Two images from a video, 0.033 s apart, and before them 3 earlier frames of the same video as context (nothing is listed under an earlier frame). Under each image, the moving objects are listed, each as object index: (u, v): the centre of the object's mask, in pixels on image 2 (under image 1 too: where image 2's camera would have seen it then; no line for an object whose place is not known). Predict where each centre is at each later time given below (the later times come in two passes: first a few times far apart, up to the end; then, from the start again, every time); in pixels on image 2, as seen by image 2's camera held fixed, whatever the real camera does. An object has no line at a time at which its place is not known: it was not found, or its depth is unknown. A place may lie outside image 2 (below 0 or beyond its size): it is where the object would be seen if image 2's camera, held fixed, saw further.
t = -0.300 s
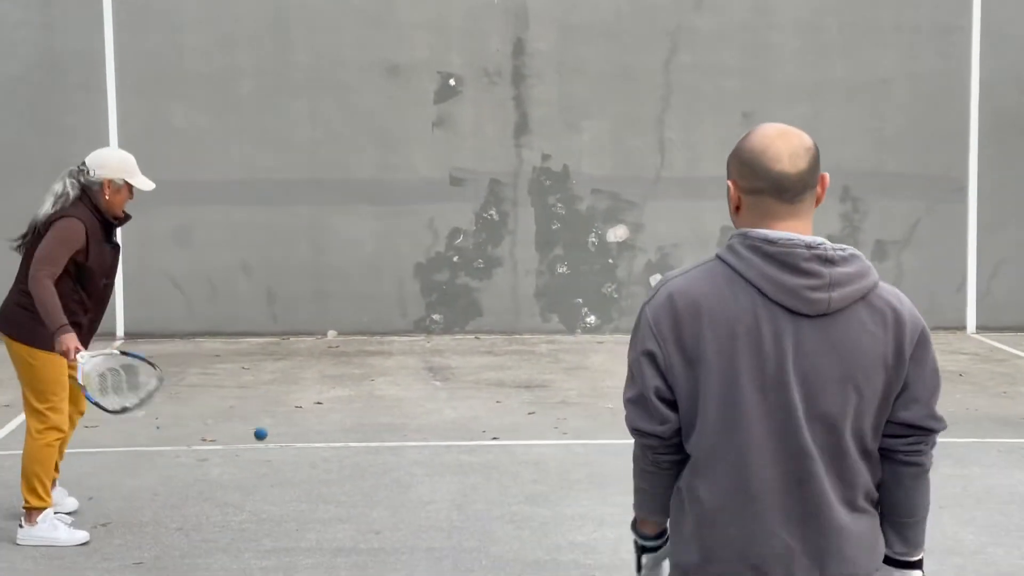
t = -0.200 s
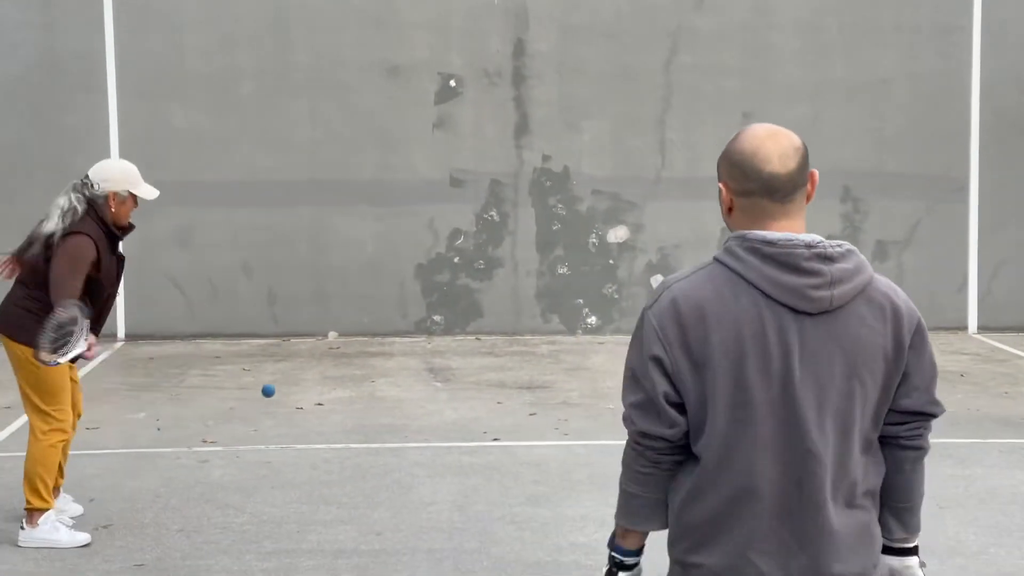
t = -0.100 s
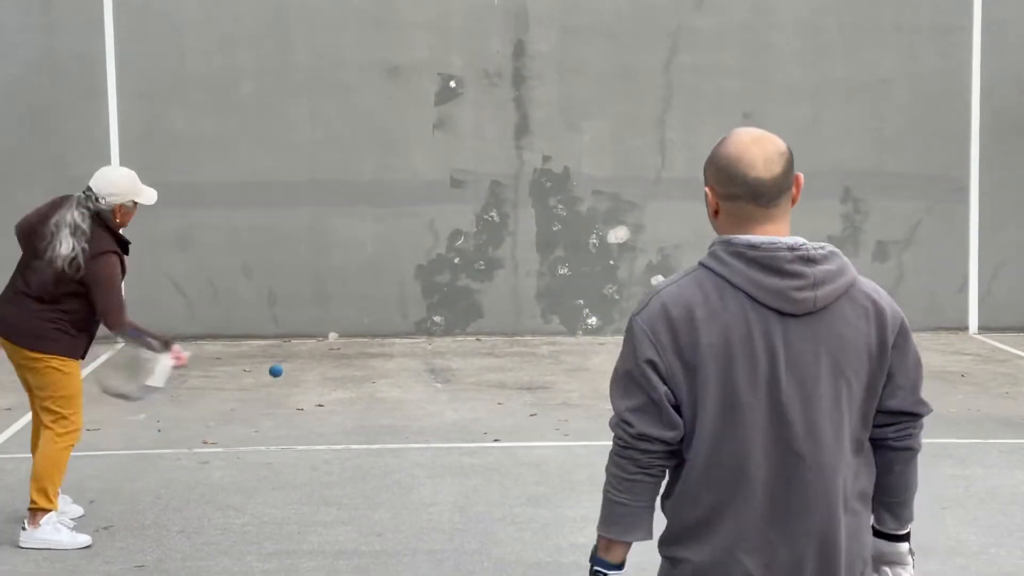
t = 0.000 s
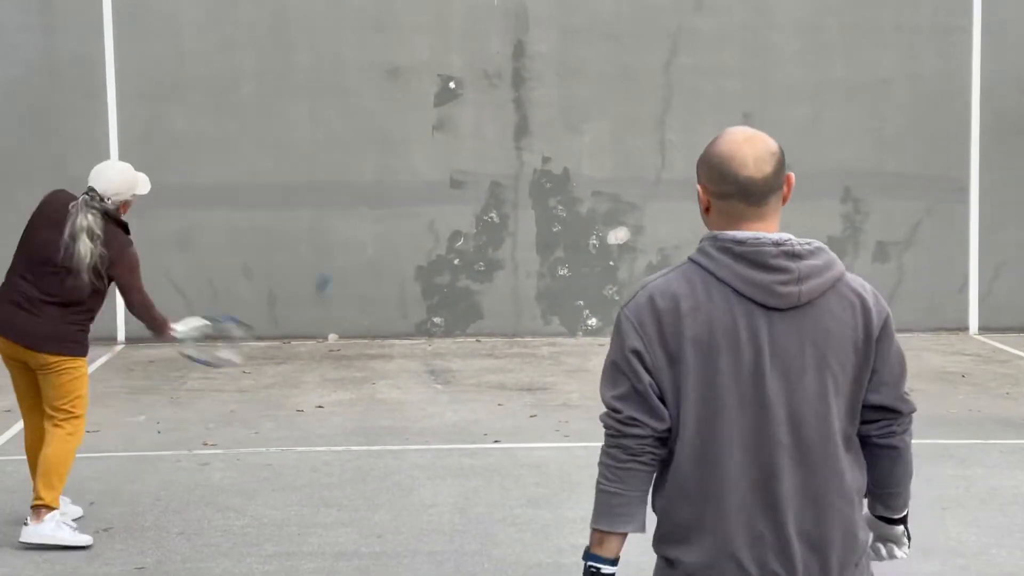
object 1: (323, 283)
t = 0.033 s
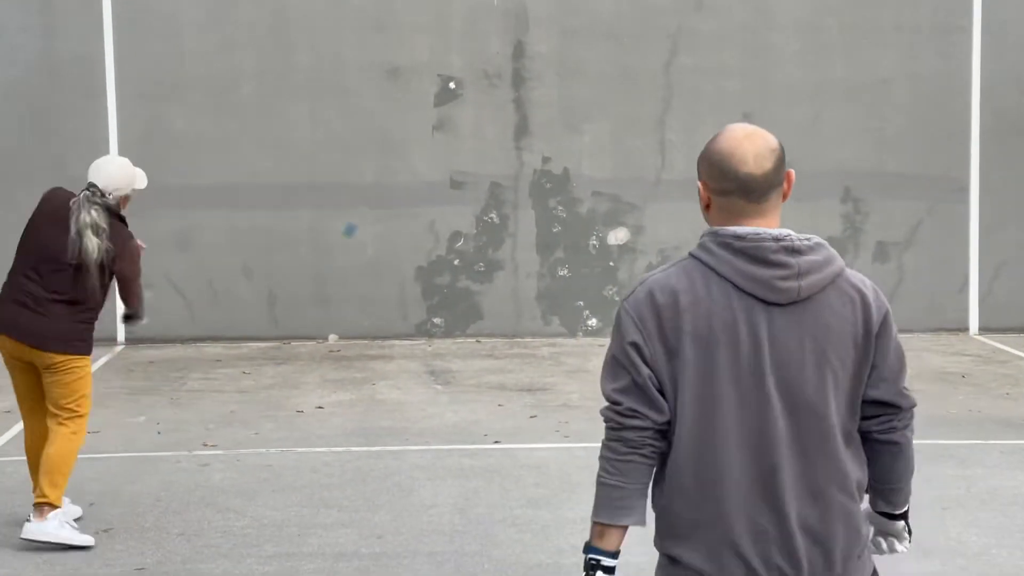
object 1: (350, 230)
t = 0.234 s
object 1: (447, 68)
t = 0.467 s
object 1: (505, 36)
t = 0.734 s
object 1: (619, 125)
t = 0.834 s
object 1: (684, 219)
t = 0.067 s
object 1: (373, 187)
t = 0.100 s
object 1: (393, 152)
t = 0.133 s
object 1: (410, 123)
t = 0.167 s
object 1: (425, 100)
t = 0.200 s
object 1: (438, 80)
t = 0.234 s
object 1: (447, 68)
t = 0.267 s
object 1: (454, 60)
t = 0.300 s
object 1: (460, 53)
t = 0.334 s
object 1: (468, 47)
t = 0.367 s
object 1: (476, 41)
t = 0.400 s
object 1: (485, 38)
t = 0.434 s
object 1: (495, 37)
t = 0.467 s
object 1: (505, 36)
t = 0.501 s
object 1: (516, 39)
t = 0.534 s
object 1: (527, 42)
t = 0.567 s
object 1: (540, 49)
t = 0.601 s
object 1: (553, 57)
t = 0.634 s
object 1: (568, 69)
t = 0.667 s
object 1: (583, 84)
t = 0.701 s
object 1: (600, 103)
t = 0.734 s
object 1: (619, 125)
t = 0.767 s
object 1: (639, 151)
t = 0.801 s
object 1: (661, 182)
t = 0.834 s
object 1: (684, 219)
